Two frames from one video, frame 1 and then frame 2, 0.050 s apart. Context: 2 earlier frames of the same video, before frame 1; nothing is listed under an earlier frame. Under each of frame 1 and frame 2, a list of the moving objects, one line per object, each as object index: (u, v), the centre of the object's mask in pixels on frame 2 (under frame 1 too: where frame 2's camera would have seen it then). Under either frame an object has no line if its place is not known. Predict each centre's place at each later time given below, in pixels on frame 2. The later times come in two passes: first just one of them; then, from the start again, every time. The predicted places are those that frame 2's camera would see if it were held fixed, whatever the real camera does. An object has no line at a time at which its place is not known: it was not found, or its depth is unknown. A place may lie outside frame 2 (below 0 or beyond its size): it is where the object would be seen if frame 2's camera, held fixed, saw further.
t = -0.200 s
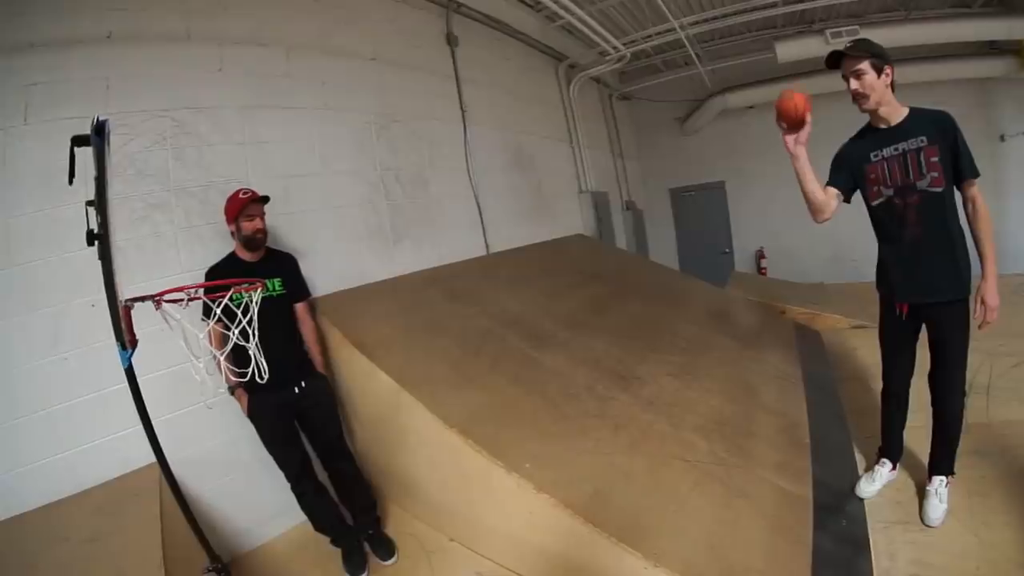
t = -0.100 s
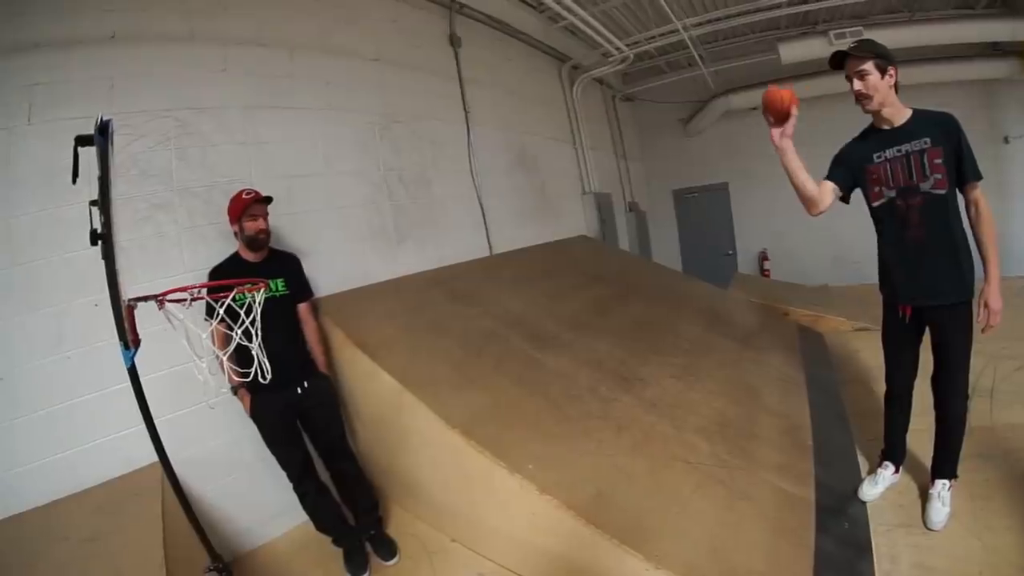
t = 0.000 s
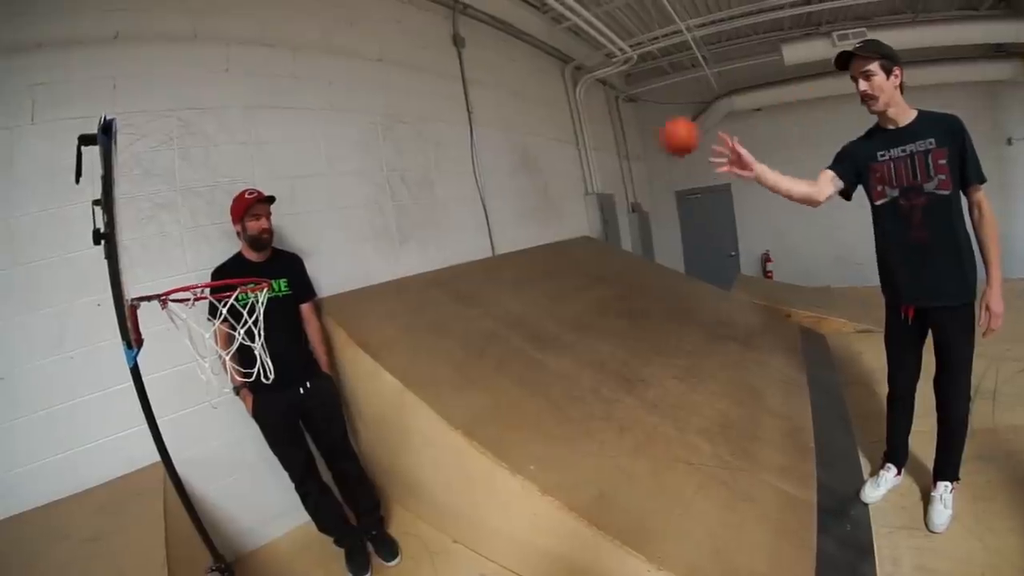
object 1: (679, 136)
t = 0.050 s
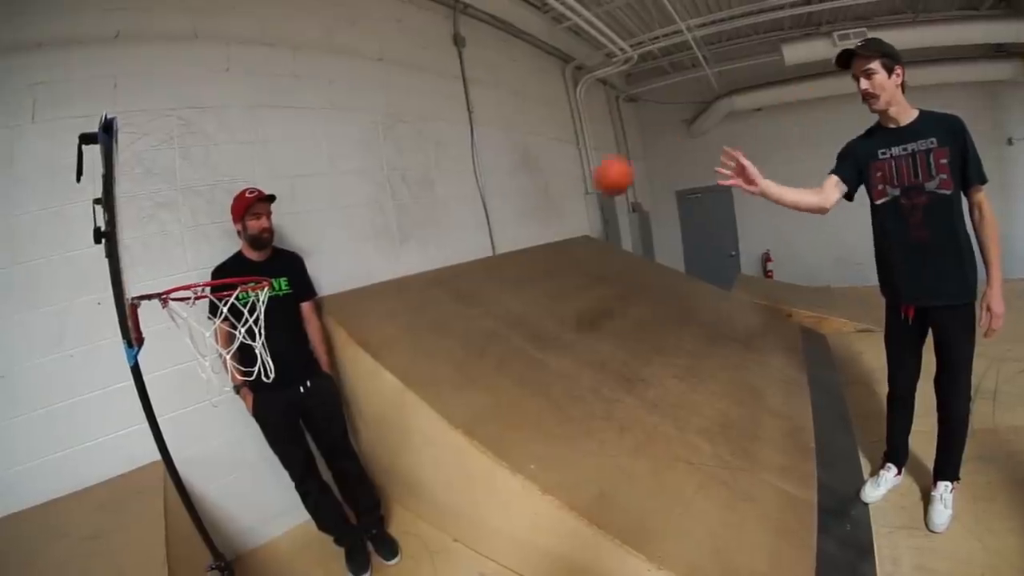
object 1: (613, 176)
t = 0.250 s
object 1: (404, 342)
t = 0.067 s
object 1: (591, 191)
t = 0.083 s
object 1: (568, 207)
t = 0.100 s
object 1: (546, 225)
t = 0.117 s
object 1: (525, 244)
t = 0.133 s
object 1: (504, 262)
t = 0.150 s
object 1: (484, 280)
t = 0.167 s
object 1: (465, 299)
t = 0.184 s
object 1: (449, 317)
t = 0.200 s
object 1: (433, 335)
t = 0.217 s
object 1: (420, 354)
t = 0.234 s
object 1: (409, 357)
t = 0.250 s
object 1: (404, 342)
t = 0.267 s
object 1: (399, 327)
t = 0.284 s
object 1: (395, 312)
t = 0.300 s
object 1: (391, 298)
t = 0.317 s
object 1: (387, 284)
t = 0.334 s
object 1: (384, 270)
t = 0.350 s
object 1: (381, 256)
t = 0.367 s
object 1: (378, 242)
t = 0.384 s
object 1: (375, 228)
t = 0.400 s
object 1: (372, 214)
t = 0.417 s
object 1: (369, 200)
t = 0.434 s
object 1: (366, 188)
